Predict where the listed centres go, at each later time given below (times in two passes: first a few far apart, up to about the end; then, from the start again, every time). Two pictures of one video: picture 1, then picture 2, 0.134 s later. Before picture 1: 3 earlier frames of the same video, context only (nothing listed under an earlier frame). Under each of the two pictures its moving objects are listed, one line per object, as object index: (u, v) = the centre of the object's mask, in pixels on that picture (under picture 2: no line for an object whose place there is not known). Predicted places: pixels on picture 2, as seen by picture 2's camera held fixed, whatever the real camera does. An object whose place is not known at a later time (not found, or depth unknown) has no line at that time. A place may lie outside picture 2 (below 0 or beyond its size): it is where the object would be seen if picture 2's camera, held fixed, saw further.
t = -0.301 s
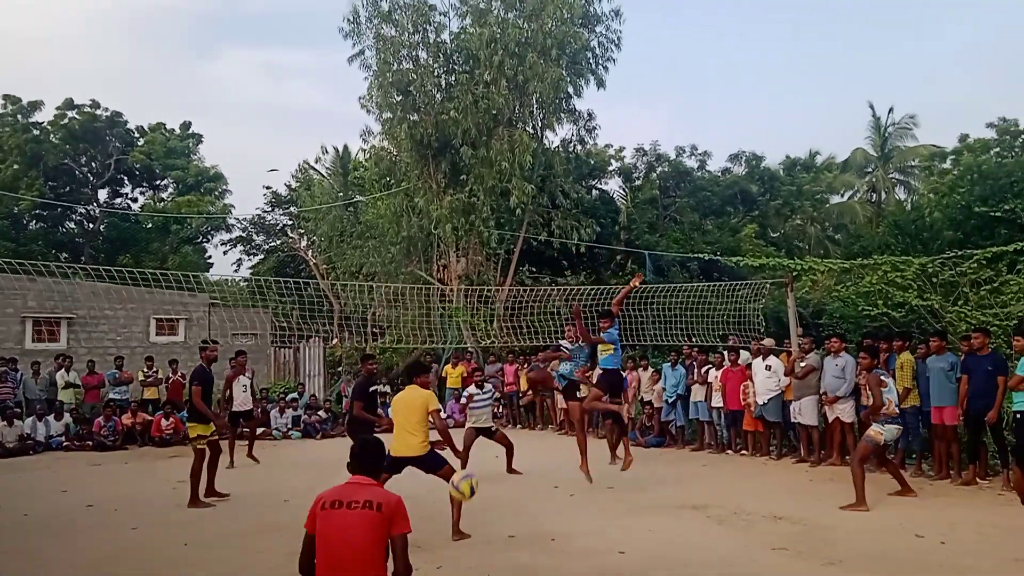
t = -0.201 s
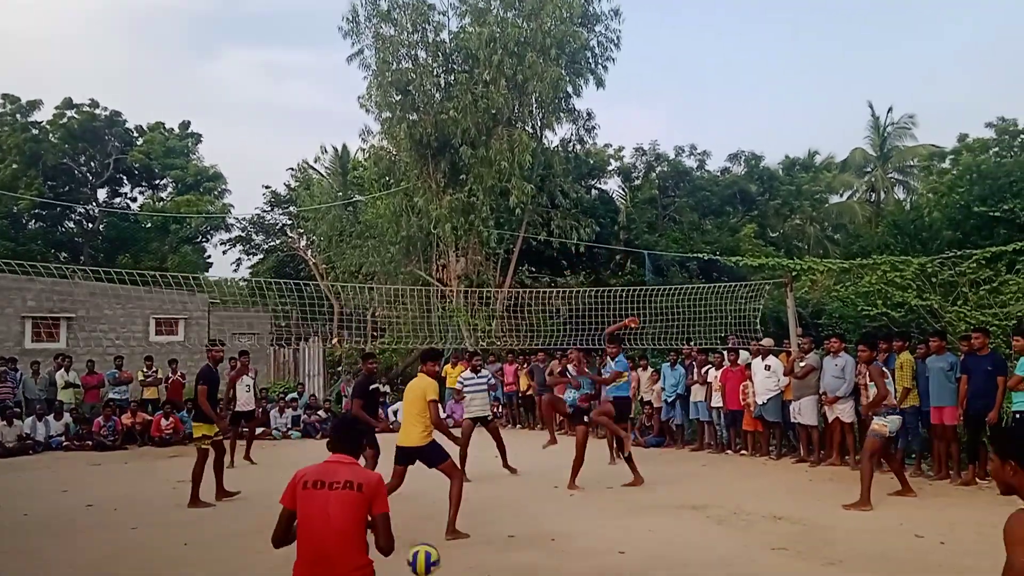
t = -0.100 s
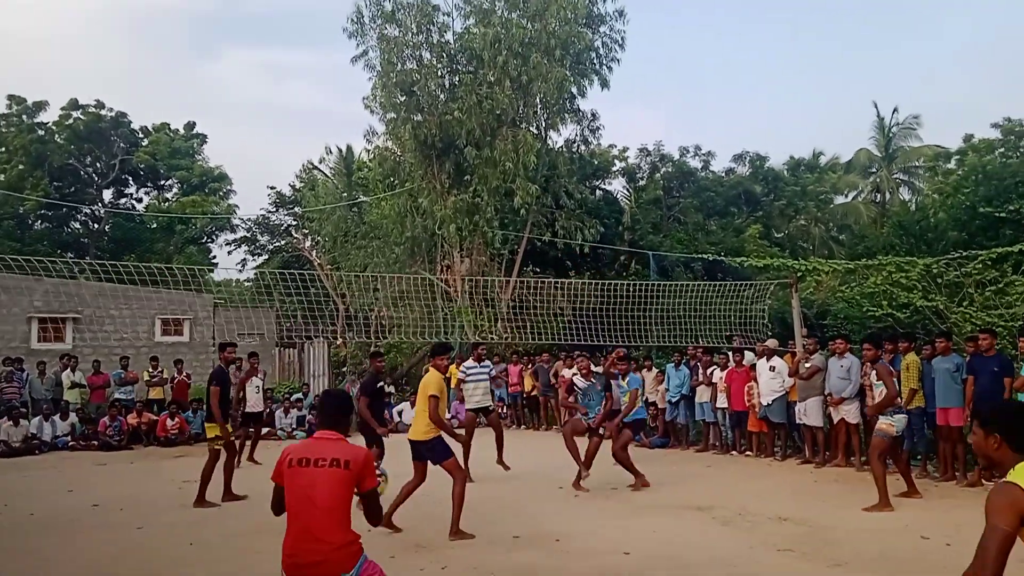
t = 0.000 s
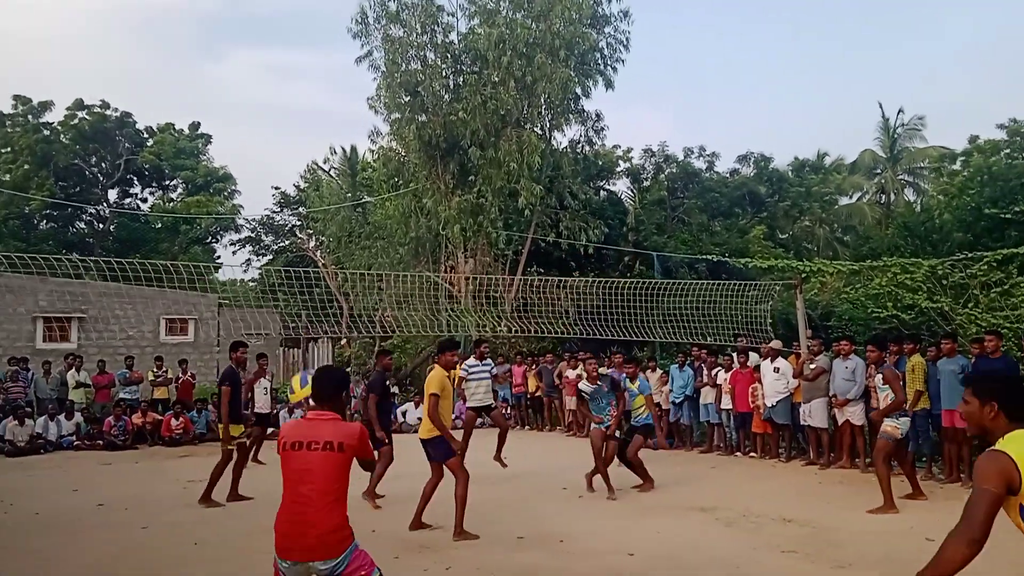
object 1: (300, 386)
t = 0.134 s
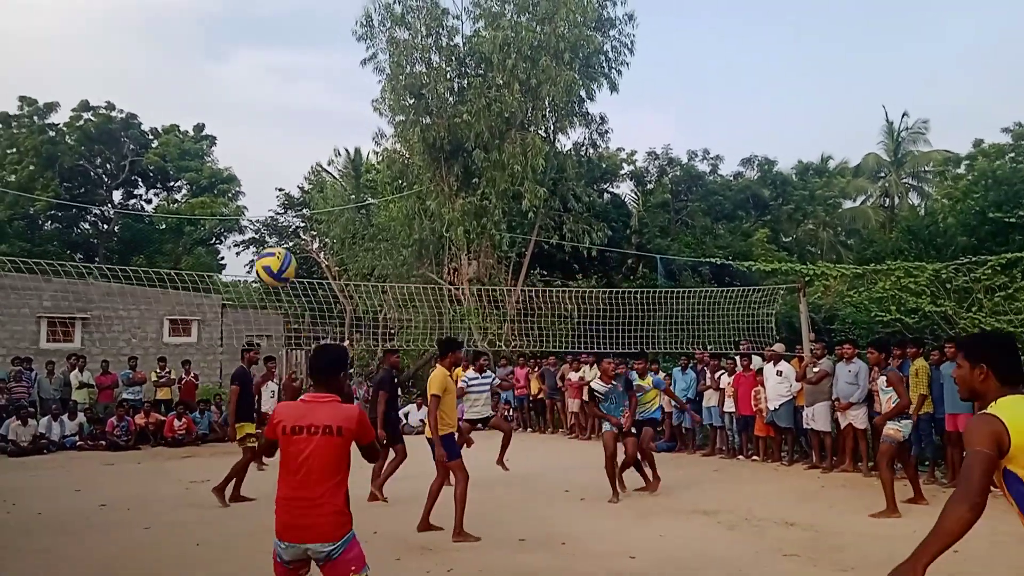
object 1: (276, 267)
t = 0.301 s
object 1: (230, 162)
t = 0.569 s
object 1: (159, 100)
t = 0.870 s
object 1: (83, 173)
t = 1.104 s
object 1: (30, 327)
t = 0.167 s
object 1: (266, 241)
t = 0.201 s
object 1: (256, 218)
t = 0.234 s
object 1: (247, 197)
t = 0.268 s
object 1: (239, 179)
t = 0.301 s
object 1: (230, 162)
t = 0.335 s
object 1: (220, 148)
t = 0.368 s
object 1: (213, 135)
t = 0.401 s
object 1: (203, 125)
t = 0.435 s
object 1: (194, 116)
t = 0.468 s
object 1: (185, 109)
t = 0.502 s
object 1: (177, 105)
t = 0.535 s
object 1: (168, 101)
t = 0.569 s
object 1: (159, 100)
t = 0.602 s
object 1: (151, 101)
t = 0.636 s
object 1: (142, 104)
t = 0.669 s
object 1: (133, 108)
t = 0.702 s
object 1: (124, 114)
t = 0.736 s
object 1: (116, 123)
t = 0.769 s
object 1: (108, 133)
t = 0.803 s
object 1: (100, 144)
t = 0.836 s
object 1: (92, 157)
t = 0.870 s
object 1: (83, 173)
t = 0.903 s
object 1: (74, 189)
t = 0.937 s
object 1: (67, 209)
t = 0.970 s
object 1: (58, 228)
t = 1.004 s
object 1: (50, 250)
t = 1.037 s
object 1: (42, 273)
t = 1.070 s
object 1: (34, 300)
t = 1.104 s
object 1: (30, 327)
